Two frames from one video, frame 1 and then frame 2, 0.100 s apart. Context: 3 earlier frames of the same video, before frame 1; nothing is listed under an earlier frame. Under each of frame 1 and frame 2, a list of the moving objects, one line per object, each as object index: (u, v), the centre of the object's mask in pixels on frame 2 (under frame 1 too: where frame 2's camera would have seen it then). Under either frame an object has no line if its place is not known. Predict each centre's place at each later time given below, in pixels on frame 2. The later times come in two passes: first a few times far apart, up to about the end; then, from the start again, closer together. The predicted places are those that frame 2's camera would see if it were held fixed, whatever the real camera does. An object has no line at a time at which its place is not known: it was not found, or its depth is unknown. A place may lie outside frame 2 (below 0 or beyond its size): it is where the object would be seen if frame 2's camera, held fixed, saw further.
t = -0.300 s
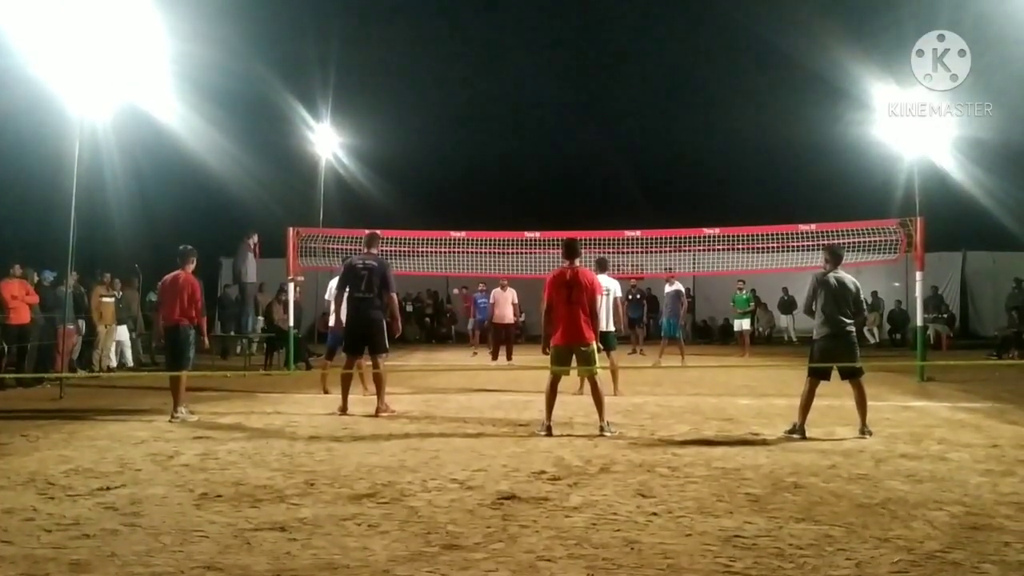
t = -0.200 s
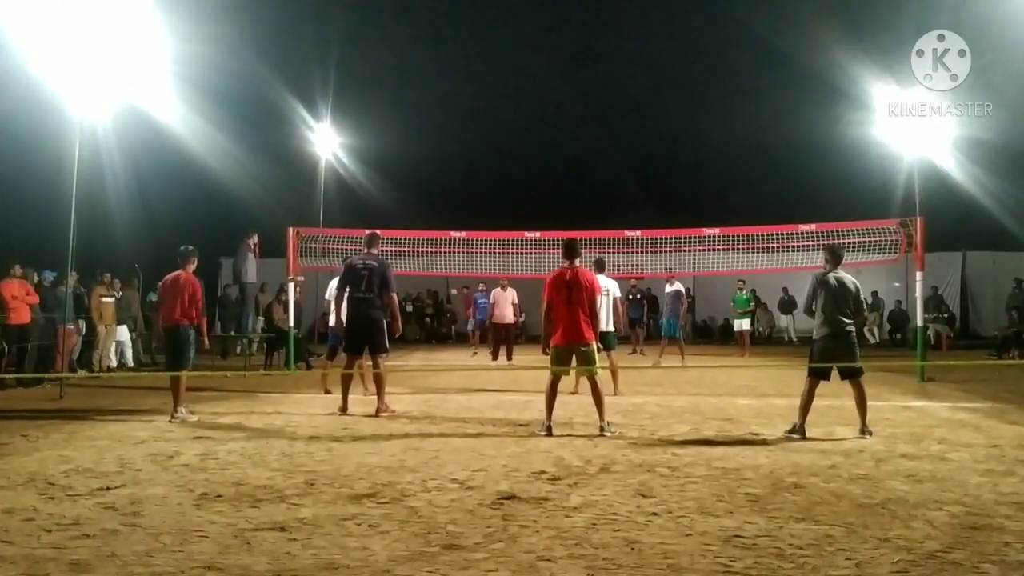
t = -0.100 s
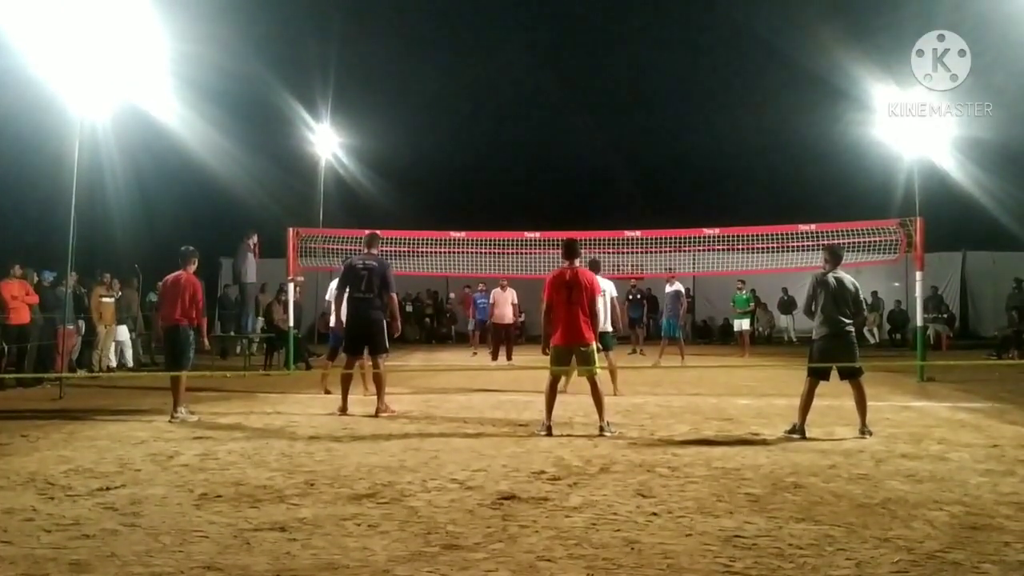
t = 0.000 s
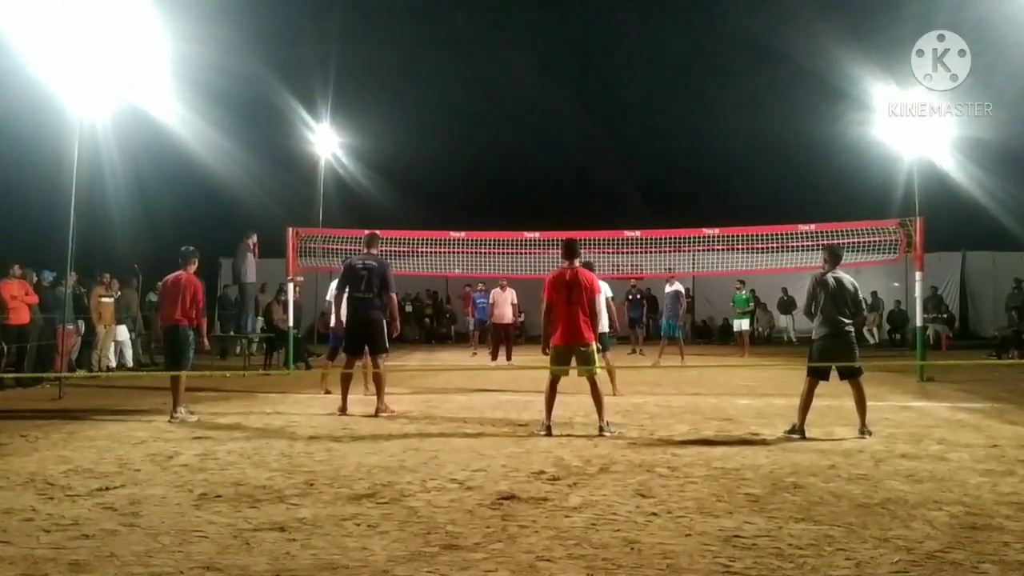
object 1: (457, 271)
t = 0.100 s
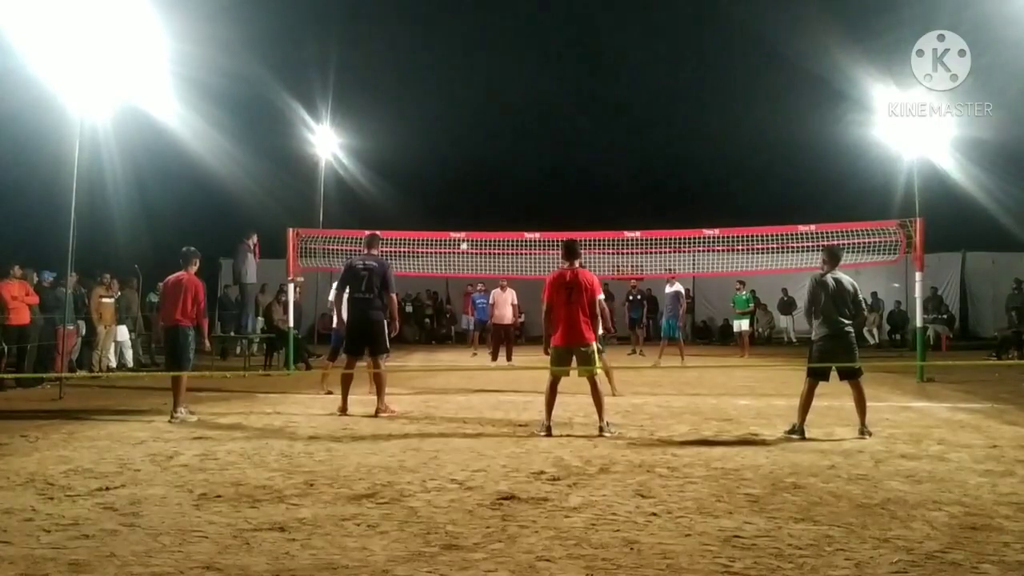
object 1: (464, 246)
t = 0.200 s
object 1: (471, 221)
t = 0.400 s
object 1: (486, 176)
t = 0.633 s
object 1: (505, 138)
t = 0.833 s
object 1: (526, 125)
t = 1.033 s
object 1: (553, 136)
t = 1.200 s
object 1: (582, 174)
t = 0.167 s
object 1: (468, 228)
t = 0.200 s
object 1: (471, 221)
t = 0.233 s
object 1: (473, 213)
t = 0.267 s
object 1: (475, 204)
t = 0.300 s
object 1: (478, 197)
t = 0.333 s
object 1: (481, 189)
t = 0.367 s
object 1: (483, 182)
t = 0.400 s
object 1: (486, 176)
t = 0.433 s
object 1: (488, 169)
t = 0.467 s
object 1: (491, 163)
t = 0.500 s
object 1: (494, 158)
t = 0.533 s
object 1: (496, 152)
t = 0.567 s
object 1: (499, 147)
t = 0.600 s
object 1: (502, 143)
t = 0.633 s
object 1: (505, 138)
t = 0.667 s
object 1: (508, 135)
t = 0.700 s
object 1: (512, 132)
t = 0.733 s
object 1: (515, 129)
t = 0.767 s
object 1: (519, 127)
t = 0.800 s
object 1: (523, 126)
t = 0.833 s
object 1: (526, 125)
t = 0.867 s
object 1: (531, 125)
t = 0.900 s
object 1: (535, 125)
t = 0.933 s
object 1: (539, 126)
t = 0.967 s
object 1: (544, 129)
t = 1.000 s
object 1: (548, 132)
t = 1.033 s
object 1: (553, 136)
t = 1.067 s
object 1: (558, 141)
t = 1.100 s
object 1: (564, 147)
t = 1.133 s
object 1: (570, 154)
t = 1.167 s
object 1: (576, 163)
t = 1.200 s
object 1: (582, 174)
